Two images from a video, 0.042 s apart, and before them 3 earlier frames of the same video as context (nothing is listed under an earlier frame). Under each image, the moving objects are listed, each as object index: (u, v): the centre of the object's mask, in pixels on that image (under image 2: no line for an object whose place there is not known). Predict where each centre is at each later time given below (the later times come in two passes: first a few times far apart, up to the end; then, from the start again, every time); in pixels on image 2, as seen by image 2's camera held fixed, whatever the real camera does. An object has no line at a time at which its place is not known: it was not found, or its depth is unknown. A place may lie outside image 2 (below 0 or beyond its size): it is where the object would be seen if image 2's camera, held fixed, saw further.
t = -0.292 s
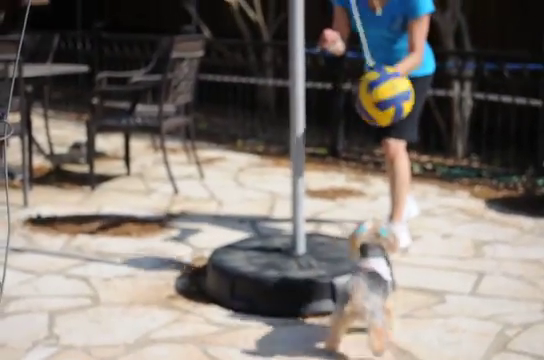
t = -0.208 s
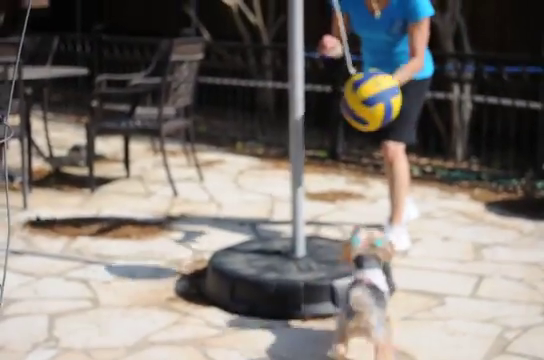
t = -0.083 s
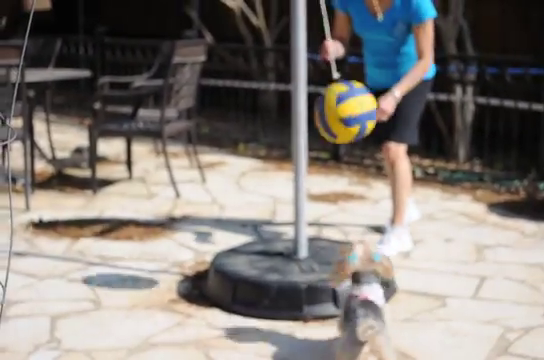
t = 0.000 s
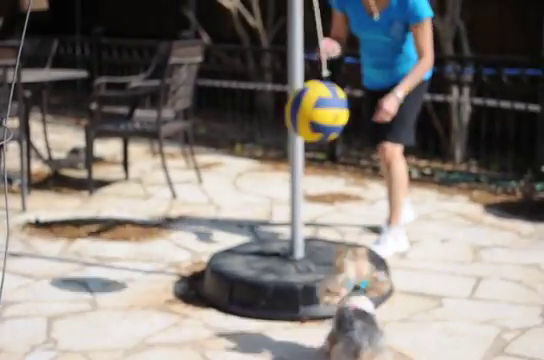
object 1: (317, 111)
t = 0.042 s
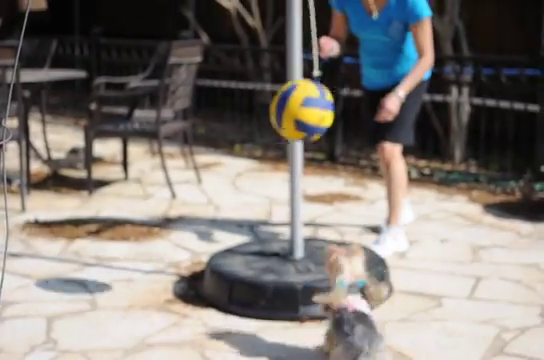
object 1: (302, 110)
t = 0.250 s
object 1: (231, 107)
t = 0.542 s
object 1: (172, 96)
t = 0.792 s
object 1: (178, 97)
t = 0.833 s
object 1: (183, 97)
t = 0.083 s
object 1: (287, 110)
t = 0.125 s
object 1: (272, 112)
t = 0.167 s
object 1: (258, 113)
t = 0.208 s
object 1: (244, 110)
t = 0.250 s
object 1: (231, 107)
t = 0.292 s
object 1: (220, 104)
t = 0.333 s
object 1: (208, 103)
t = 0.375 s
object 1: (197, 103)
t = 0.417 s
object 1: (188, 103)
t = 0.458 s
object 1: (181, 101)
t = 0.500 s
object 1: (176, 98)
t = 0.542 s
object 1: (172, 96)
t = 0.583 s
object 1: (169, 96)
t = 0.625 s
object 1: (168, 97)
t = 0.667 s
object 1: (167, 98)
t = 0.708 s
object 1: (169, 99)
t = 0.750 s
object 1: (173, 98)
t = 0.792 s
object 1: (178, 97)
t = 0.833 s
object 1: (183, 97)
